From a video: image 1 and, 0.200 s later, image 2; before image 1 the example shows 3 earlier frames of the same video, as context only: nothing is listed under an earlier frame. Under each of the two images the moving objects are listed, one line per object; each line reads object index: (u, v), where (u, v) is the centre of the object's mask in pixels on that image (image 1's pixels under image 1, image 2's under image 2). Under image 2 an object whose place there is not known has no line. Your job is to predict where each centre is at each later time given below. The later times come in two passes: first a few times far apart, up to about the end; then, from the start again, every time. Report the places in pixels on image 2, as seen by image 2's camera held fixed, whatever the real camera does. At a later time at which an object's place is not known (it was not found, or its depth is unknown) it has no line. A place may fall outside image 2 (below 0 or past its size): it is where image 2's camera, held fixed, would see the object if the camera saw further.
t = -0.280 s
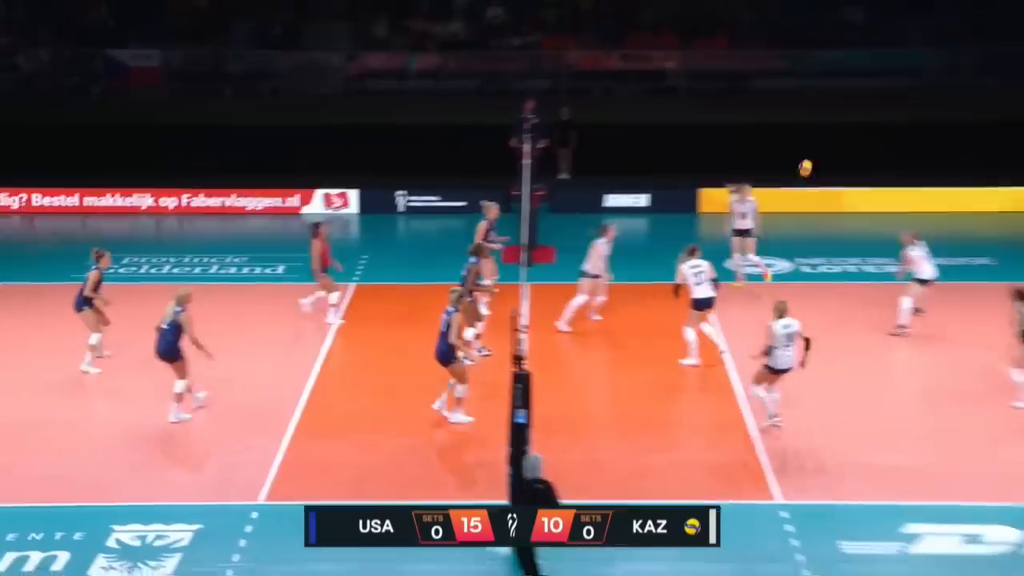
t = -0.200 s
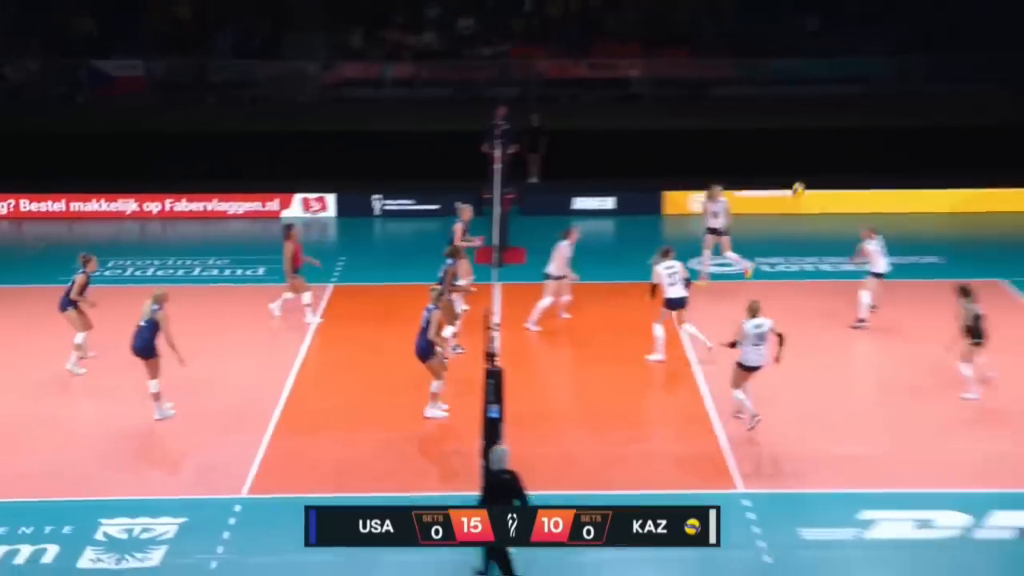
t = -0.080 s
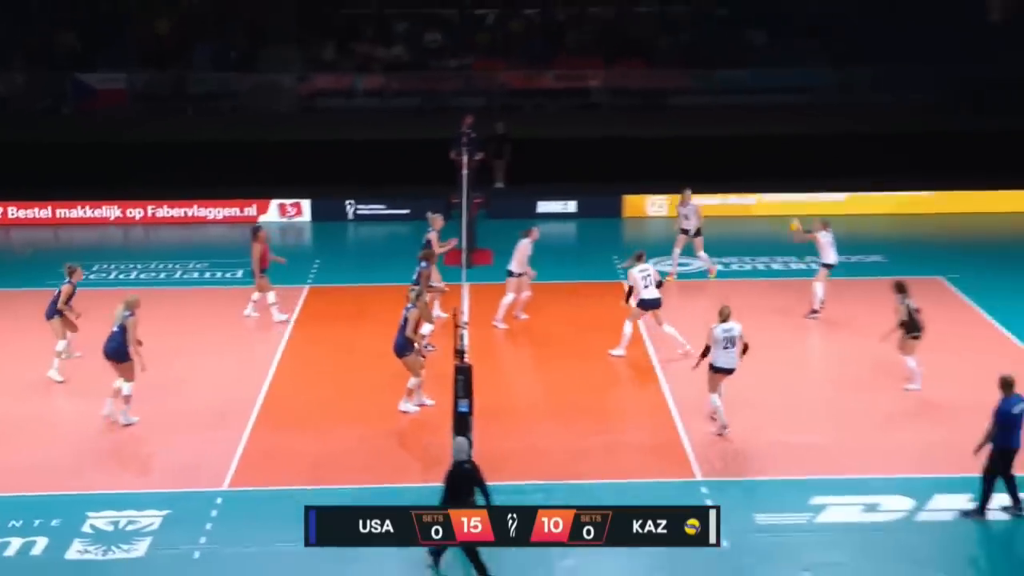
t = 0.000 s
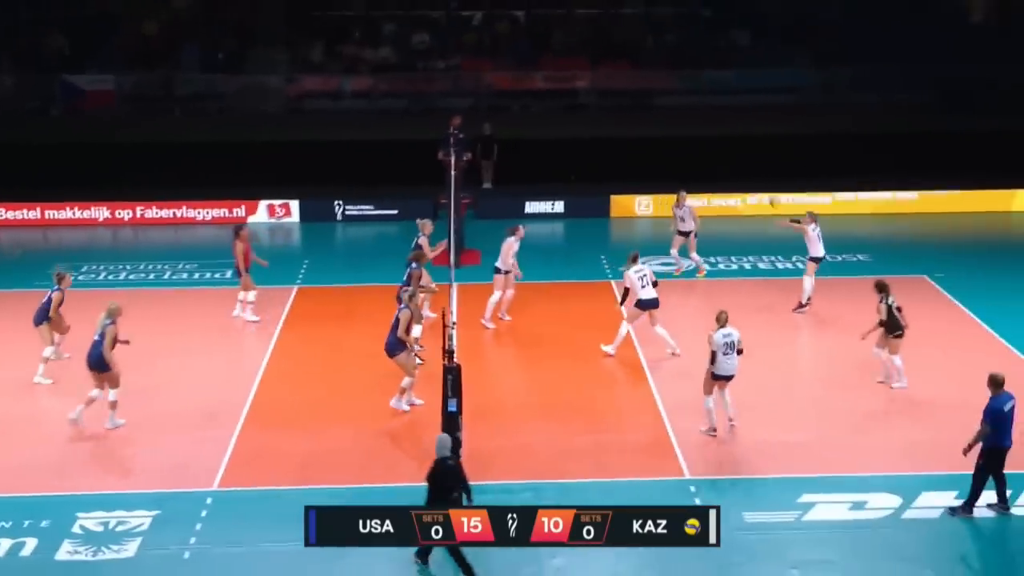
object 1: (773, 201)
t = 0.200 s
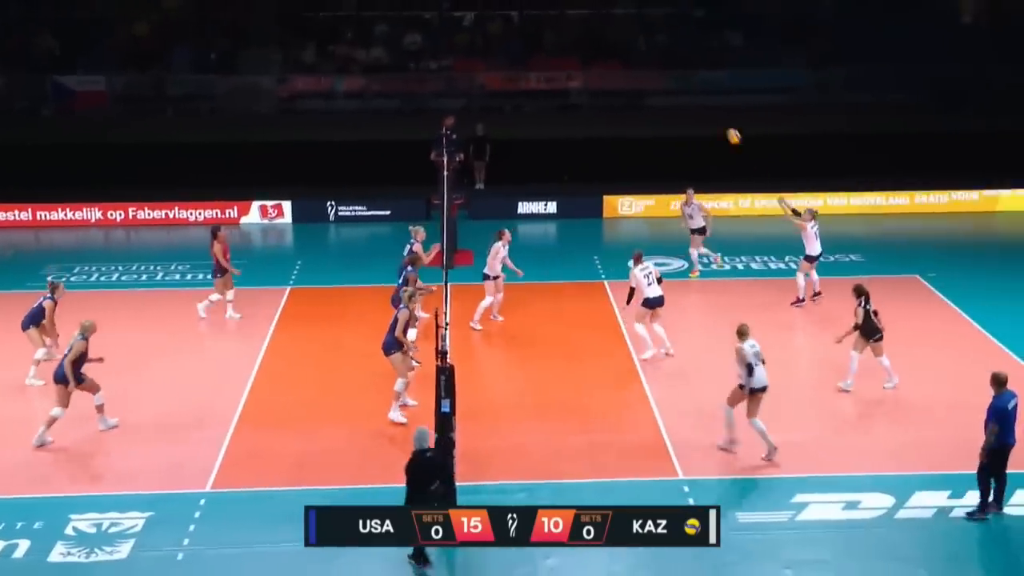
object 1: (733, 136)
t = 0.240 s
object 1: (726, 126)
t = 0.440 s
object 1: (692, 88)
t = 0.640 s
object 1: (655, 73)
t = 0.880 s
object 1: (611, 87)
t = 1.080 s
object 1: (574, 124)
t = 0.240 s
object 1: (726, 126)
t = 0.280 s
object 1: (720, 117)
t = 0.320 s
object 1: (713, 108)
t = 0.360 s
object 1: (706, 101)
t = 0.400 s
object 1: (699, 94)
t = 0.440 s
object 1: (692, 88)
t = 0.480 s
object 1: (685, 83)
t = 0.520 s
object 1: (677, 80)
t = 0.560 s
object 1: (670, 77)
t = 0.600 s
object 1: (662, 74)
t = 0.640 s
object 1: (655, 73)
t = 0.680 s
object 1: (648, 73)
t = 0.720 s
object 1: (641, 73)
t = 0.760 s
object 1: (633, 75)
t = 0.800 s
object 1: (626, 78)
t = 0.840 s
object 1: (618, 82)
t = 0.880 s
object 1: (611, 87)
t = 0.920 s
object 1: (603, 92)
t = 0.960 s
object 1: (596, 98)
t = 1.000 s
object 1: (588, 106)
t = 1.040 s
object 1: (581, 115)
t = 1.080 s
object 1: (574, 124)
